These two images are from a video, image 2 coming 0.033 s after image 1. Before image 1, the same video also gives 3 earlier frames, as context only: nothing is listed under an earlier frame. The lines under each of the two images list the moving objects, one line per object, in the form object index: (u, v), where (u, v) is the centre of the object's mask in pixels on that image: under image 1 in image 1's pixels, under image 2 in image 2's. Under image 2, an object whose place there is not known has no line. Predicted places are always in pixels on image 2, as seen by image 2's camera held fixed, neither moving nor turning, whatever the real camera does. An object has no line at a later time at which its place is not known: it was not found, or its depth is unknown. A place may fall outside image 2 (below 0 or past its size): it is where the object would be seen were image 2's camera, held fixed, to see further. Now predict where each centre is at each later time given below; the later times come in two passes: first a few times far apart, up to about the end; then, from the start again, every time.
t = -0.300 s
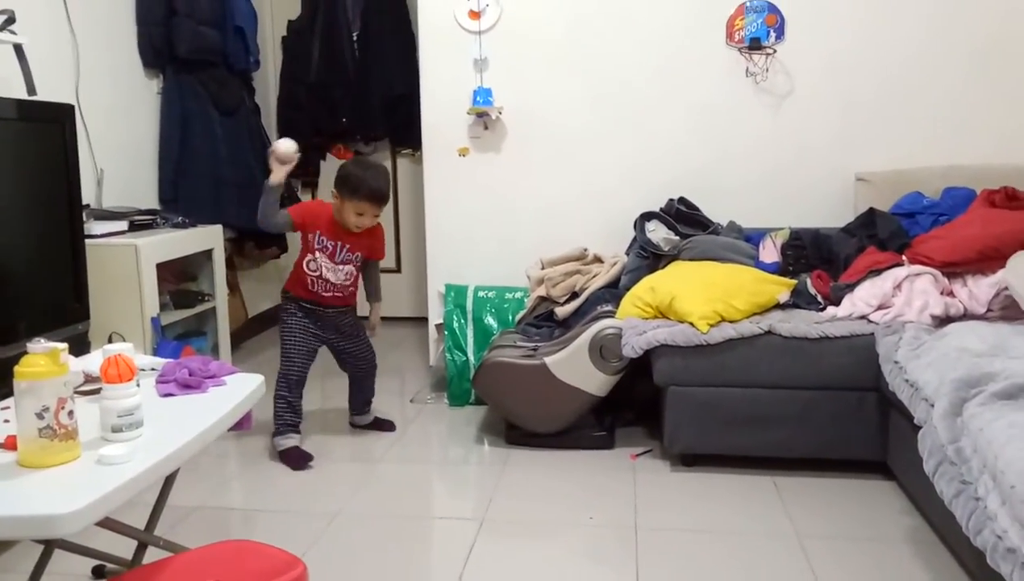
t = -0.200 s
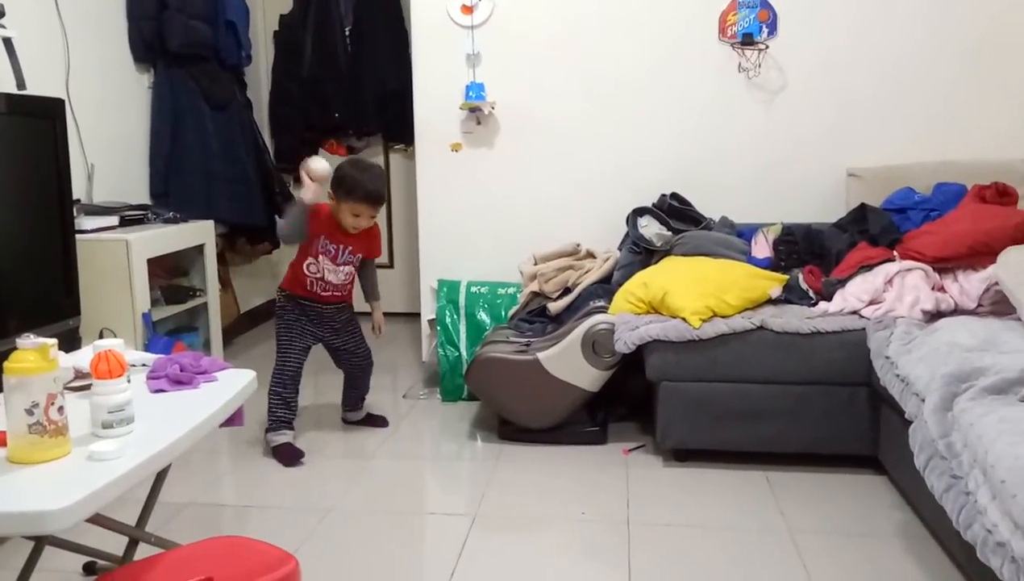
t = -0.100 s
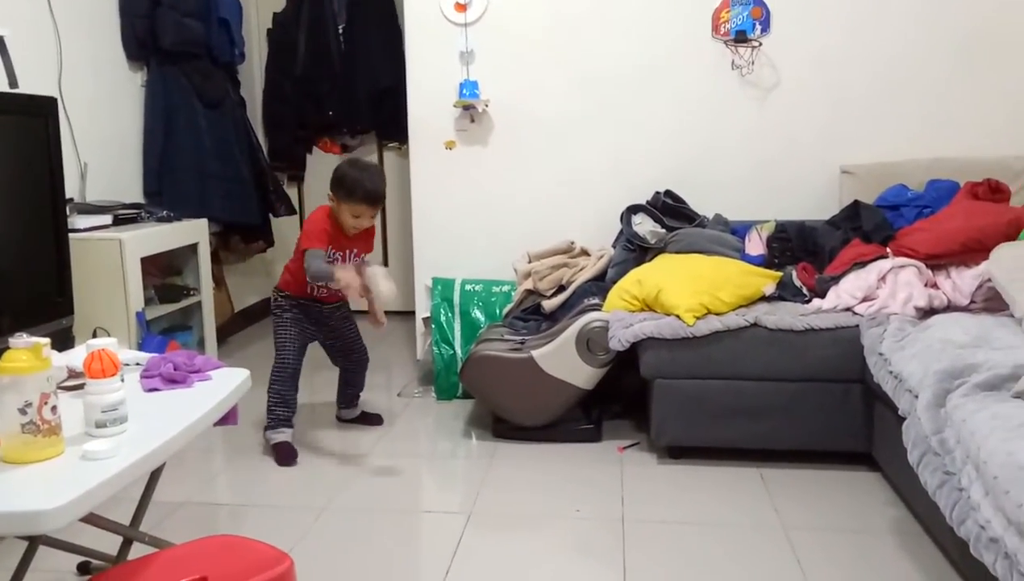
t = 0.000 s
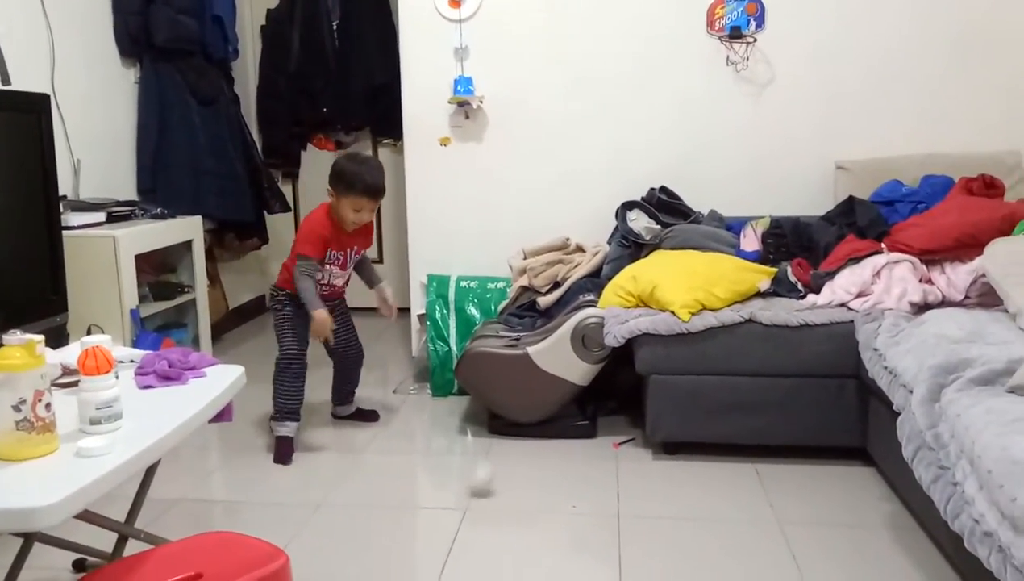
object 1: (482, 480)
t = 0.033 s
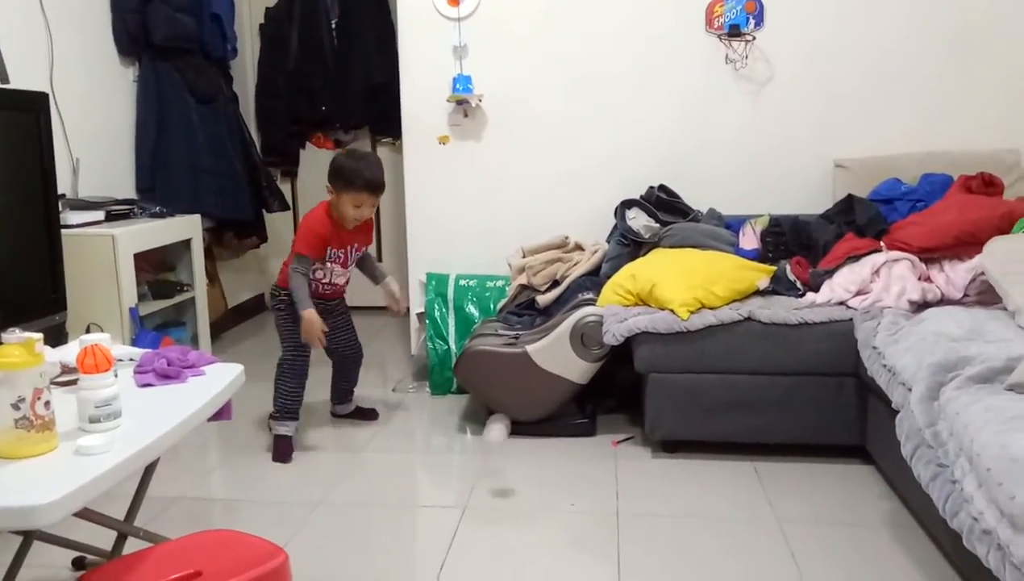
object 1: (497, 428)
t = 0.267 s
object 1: (615, 212)
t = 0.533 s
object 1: (778, 192)
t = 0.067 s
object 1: (510, 395)
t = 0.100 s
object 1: (525, 358)
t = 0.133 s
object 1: (544, 319)
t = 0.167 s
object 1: (559, 291)
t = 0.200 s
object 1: (578, 259)
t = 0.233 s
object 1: (597, 234)
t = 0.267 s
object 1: (615, 212)
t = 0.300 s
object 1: (635, 194)
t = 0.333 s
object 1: (656, 181)
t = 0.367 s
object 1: (676, 172)
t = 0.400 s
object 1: (696, 166)
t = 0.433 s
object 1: (716, 165)
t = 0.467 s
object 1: (737, 169)
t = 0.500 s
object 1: (757, 178)
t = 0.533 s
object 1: (778, 192)
